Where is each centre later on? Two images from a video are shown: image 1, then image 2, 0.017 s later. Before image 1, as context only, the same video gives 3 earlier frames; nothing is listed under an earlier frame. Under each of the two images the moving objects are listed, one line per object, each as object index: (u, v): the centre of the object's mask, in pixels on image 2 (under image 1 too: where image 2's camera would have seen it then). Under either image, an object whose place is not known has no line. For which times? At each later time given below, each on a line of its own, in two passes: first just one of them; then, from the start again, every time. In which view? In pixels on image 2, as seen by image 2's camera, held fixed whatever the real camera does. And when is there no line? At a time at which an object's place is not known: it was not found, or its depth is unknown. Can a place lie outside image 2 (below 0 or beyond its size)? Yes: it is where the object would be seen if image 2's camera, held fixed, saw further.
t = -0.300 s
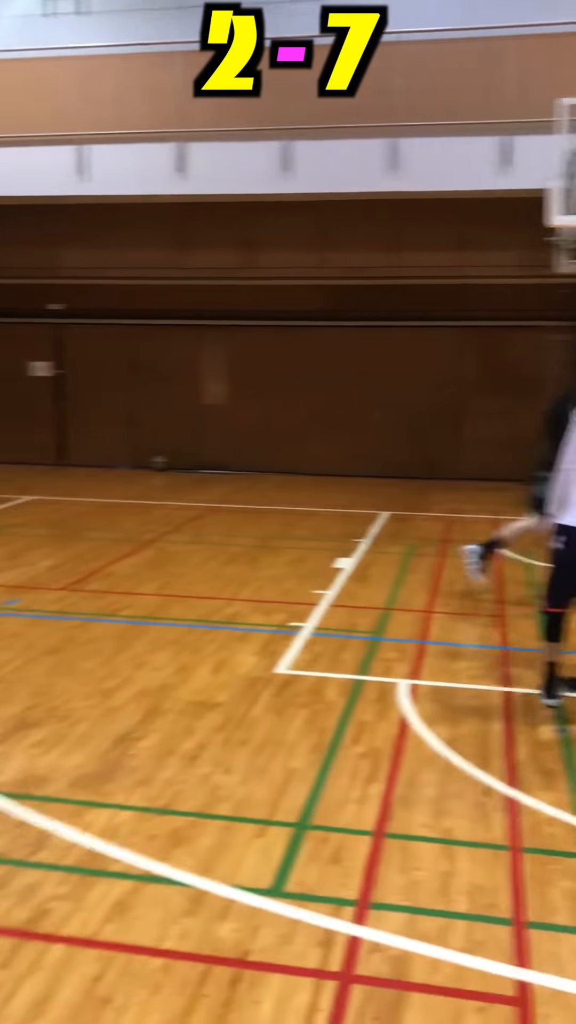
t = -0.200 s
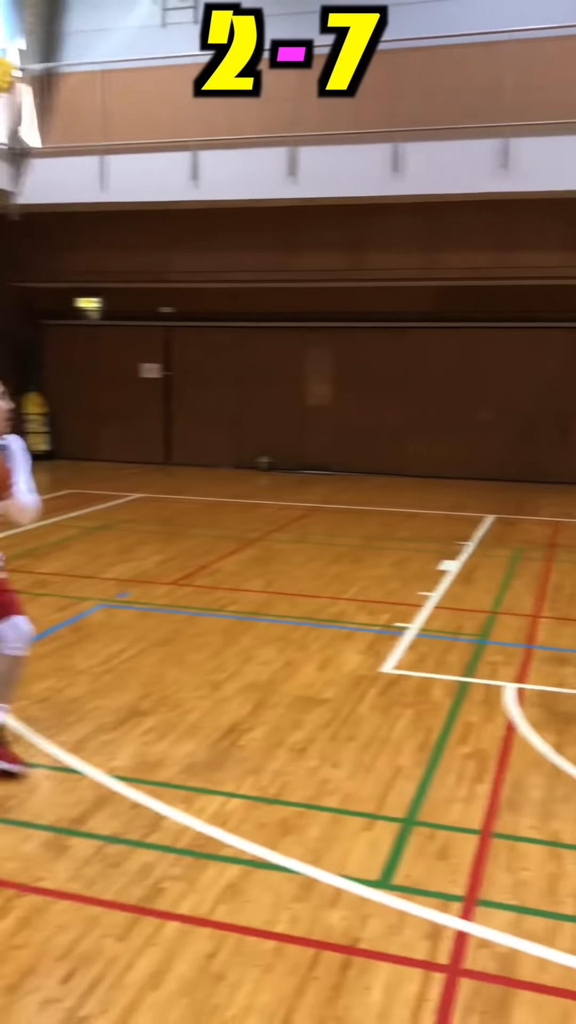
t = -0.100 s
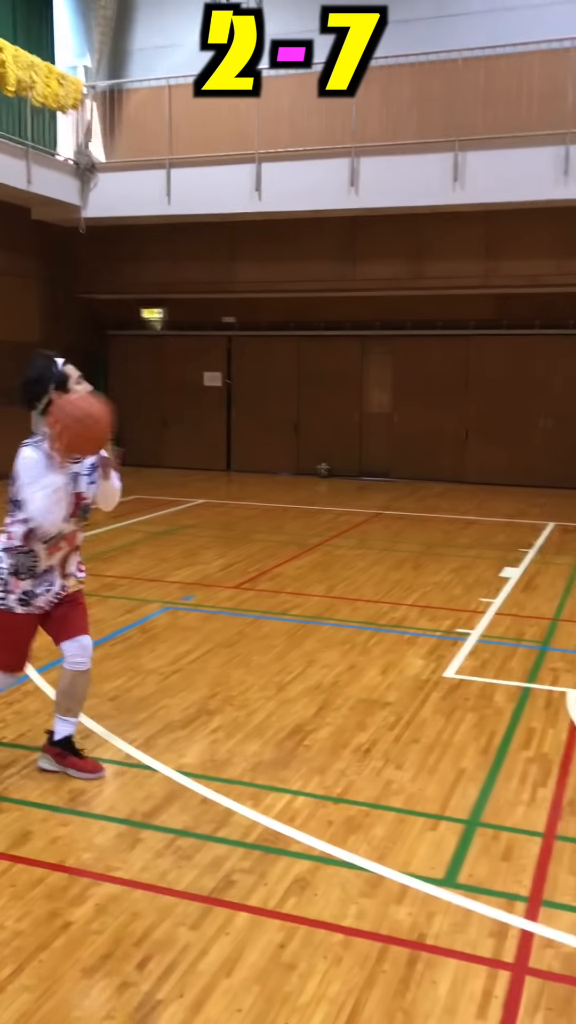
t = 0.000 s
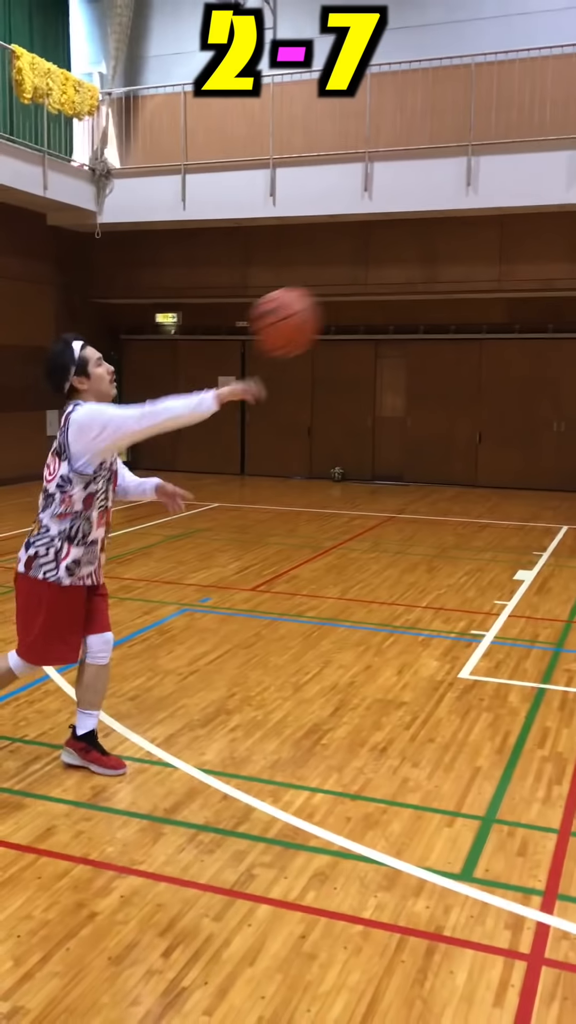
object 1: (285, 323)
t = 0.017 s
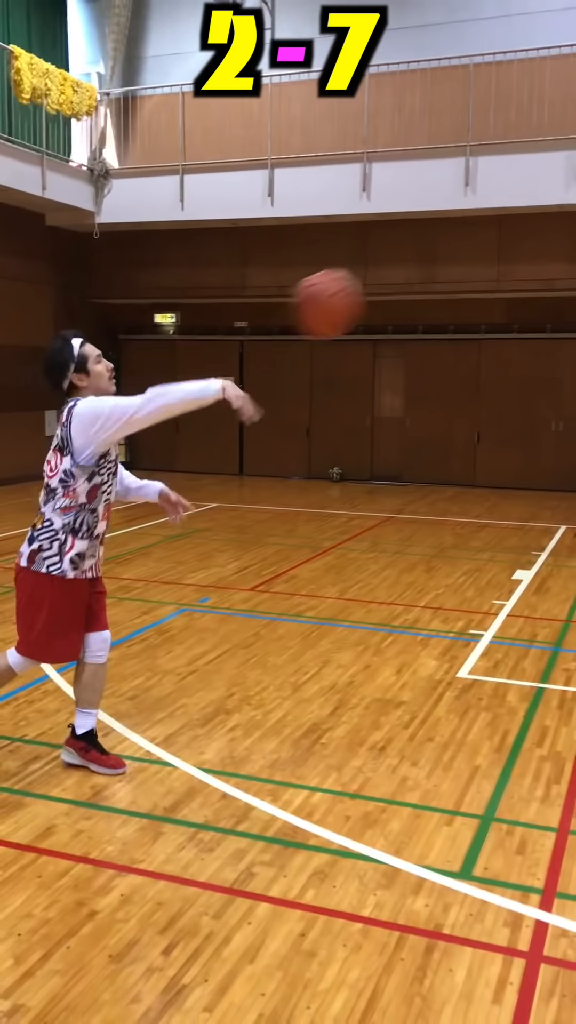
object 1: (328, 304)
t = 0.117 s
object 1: (570, 218)
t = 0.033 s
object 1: (367, 288)
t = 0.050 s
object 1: (410, 270)
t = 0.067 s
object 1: (449, 255)
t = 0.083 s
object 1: (490, 241)
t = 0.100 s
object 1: (533, 228)
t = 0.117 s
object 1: (570, 218)
